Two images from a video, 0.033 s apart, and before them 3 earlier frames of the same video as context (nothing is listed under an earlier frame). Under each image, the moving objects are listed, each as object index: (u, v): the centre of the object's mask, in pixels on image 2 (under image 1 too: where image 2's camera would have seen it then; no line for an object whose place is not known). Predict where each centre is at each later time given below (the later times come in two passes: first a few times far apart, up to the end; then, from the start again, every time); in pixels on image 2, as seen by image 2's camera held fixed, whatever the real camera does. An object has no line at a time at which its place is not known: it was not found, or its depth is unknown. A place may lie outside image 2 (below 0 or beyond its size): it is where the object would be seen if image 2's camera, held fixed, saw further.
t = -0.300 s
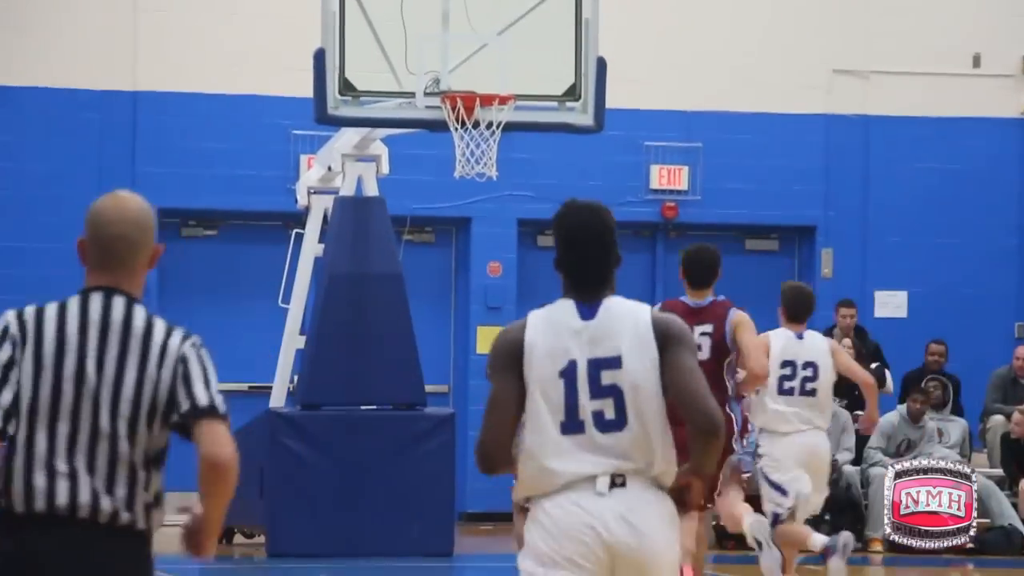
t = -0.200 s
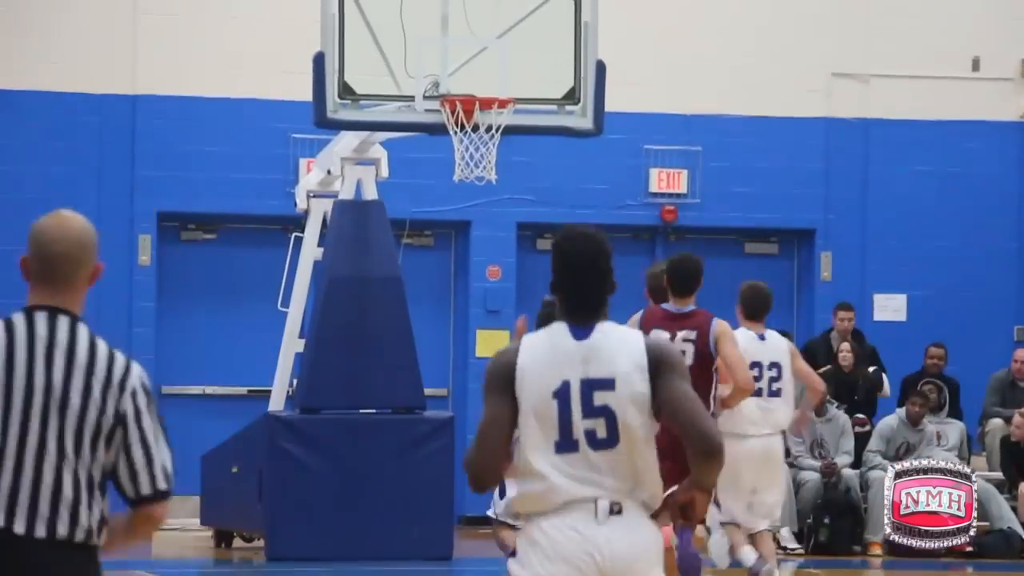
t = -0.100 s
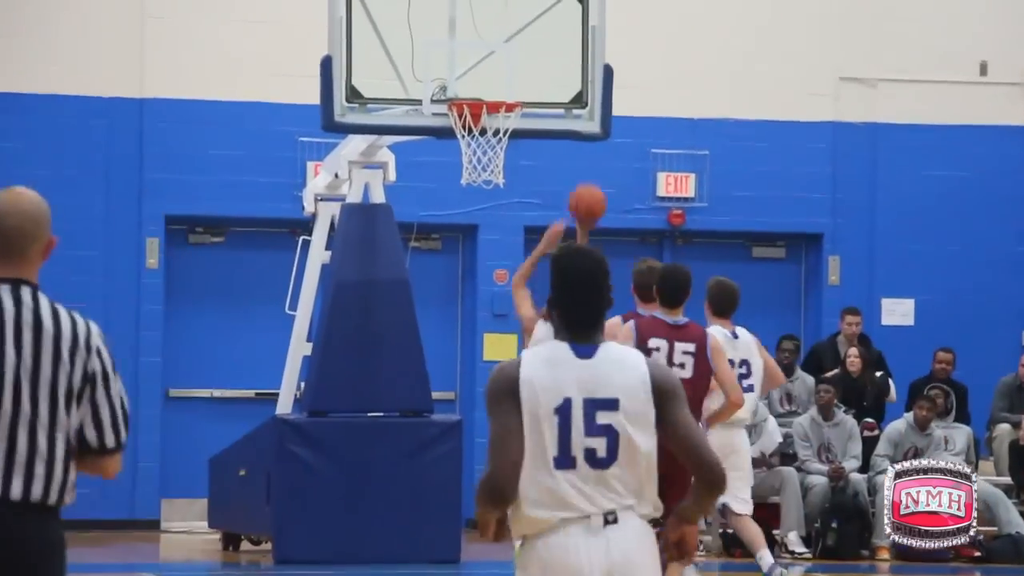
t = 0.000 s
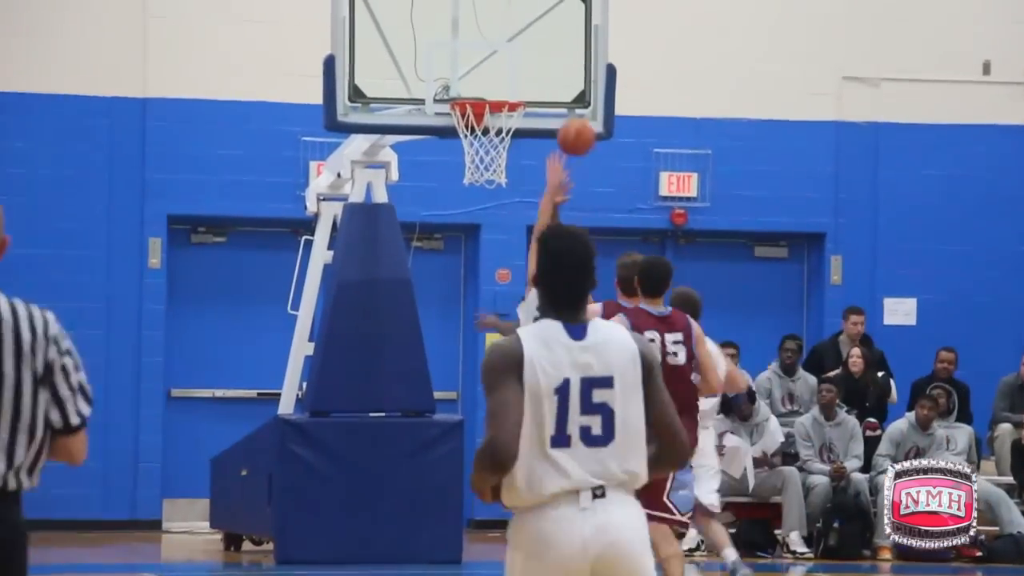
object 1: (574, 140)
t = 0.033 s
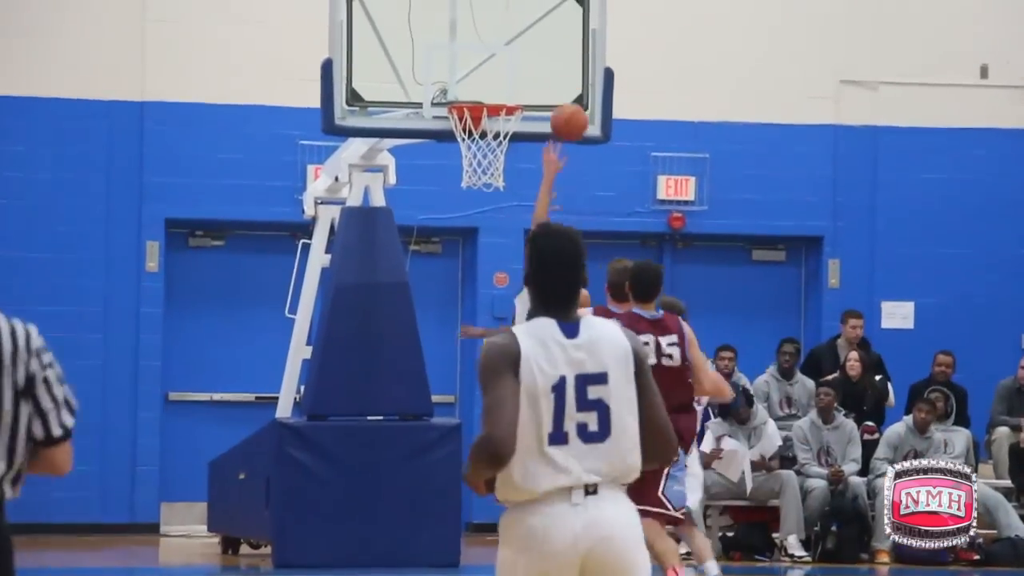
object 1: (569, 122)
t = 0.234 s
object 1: (541, 48)
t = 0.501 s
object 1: (503, 47)
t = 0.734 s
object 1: (484, 74)
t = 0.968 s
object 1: (491, 63)
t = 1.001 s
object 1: (491, 67)
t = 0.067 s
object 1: (563, 106)
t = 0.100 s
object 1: (559, 91)
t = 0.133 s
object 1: (554, 77)
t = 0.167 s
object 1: (549, 65)
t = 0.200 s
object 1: (545, 56)
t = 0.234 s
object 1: (541, 48)
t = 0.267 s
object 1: (536, 43)
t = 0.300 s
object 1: (531, 38)
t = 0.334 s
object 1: (526, 36)
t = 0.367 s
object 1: (521, 34)
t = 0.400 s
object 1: (517, 35)
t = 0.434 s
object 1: (512, 37)
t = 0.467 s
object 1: (508, 41)
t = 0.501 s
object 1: (503, 47)
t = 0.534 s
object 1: (499, 55)
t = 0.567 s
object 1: (494, 64)
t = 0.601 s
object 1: (489, 74)
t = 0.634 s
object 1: (485, 87)
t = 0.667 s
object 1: (482, 91)
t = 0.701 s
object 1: (483, 83)
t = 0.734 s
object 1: (484, 74)
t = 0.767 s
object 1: (485, 67)
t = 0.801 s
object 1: (486, 63)
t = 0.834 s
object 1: (487, 59)
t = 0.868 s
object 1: (488, 57)
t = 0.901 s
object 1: (489, 57)
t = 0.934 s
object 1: (490, 59)
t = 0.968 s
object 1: (491, 63)
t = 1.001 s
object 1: (491, 67)
